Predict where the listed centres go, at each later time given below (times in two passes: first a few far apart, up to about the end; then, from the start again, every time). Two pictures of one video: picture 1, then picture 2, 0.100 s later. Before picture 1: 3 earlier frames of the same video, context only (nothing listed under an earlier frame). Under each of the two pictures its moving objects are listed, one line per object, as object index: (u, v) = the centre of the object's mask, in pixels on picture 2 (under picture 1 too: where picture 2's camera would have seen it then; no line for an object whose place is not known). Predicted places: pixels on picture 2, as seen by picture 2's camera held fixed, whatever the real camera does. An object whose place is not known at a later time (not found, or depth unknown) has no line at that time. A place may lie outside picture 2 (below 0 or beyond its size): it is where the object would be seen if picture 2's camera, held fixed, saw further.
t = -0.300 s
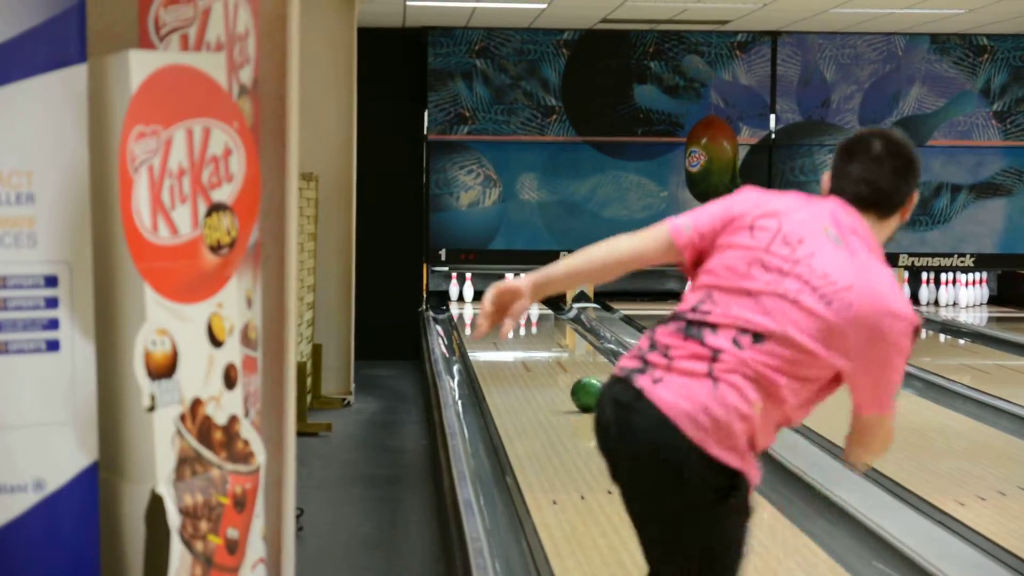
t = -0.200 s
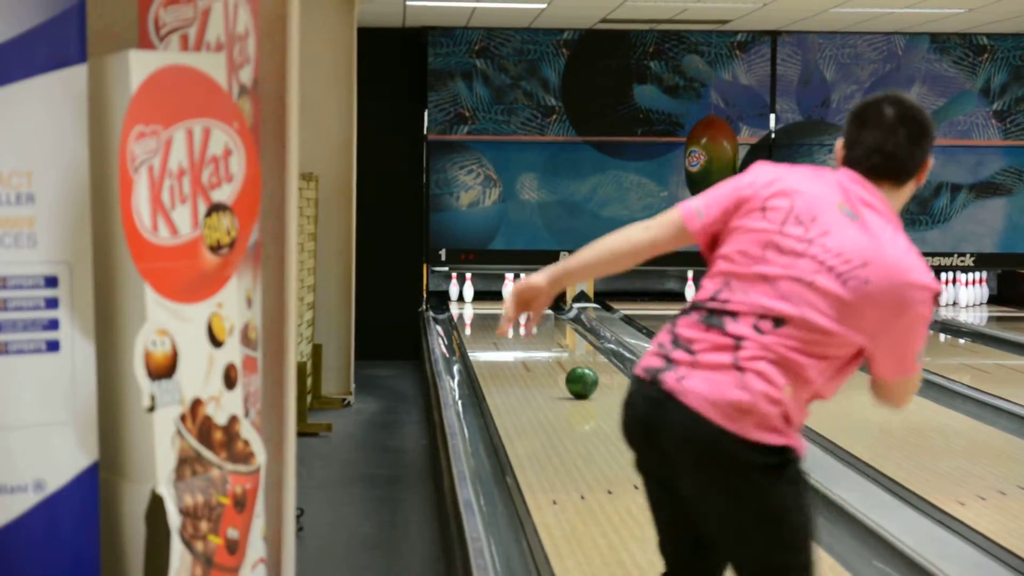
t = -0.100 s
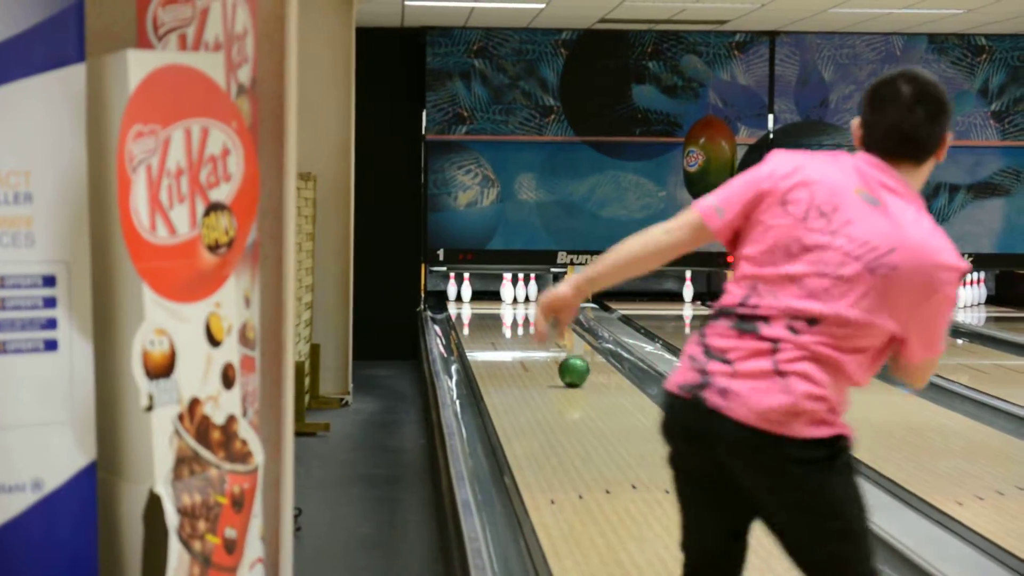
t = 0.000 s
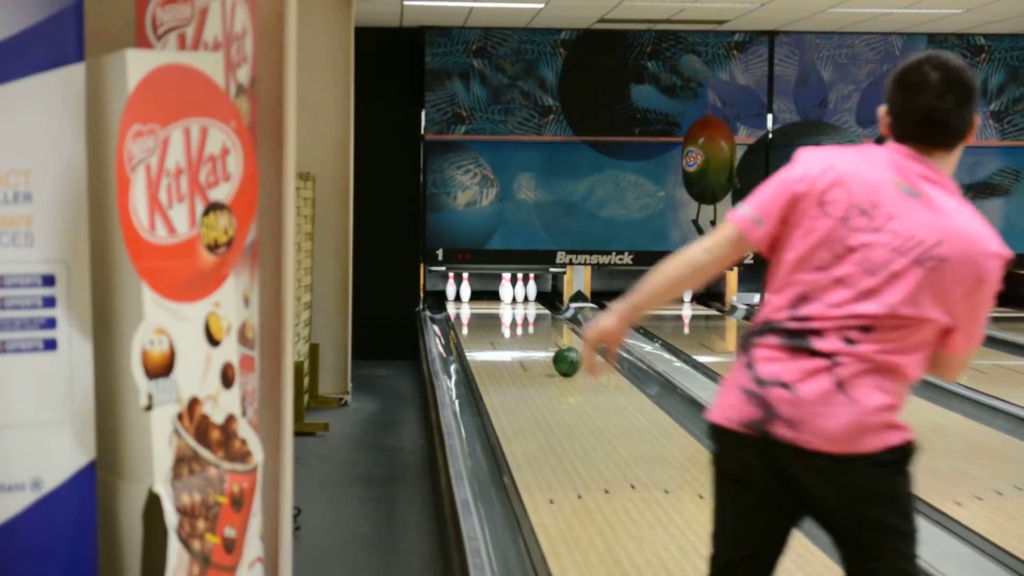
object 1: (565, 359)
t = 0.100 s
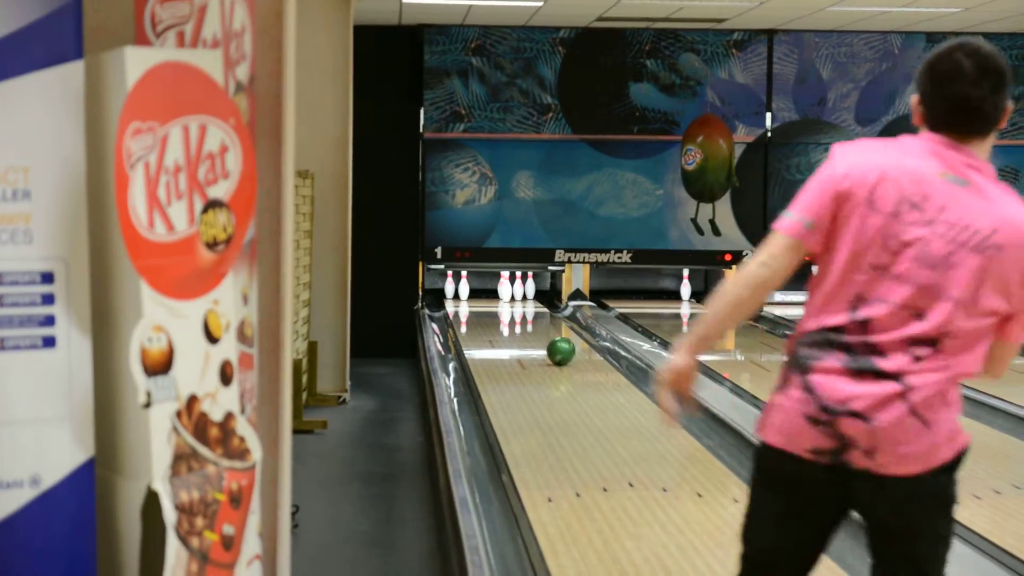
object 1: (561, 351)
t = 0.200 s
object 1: (556, 343)
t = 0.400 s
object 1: (547, 330)
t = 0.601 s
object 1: (539, 317)
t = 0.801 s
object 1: (530, 308)
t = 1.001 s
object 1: (520, 300)
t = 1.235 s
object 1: (506, 293)
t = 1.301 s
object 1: (503, 291)
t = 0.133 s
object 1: (559, 348)
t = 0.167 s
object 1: (557, 346)
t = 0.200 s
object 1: (556, 343)
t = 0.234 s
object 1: (554, 340)
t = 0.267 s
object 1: (553, 338)
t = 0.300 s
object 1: (551, 336)
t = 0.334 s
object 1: (550, 334)
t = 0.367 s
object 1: (549, 331)
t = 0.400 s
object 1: (547, 330)
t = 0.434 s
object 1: (546, 327)
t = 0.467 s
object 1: (544, 325)
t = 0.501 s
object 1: (543, 323)
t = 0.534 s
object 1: (542, 322)
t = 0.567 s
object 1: (540, 320)
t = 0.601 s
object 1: (539, 317)
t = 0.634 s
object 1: (537, 316)
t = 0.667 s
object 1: (536, 314)
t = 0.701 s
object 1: (534, 312)
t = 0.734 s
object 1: (533, 311)
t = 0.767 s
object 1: (531, 310)
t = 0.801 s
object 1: (530, 308)
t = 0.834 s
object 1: (528, 307)
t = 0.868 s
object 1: (526, 306)
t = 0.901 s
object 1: (525, 304)
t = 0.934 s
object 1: (523, 303)
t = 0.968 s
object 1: (521, 301)
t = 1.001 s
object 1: (520, 300)
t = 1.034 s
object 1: (518, 299)
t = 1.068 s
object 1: (516, 297)
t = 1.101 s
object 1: (514, 296)
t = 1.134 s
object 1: (512, 296)
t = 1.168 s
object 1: (510, 295)
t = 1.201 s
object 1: (508, 294)
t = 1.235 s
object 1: (506, 293)
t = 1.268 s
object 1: (505, 292)
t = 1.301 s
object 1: (503, 291)
